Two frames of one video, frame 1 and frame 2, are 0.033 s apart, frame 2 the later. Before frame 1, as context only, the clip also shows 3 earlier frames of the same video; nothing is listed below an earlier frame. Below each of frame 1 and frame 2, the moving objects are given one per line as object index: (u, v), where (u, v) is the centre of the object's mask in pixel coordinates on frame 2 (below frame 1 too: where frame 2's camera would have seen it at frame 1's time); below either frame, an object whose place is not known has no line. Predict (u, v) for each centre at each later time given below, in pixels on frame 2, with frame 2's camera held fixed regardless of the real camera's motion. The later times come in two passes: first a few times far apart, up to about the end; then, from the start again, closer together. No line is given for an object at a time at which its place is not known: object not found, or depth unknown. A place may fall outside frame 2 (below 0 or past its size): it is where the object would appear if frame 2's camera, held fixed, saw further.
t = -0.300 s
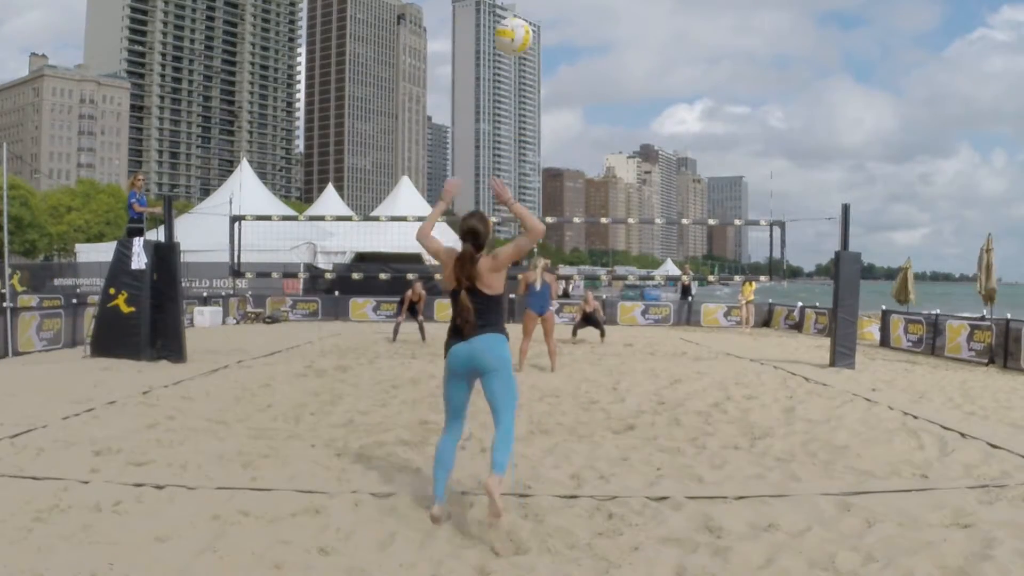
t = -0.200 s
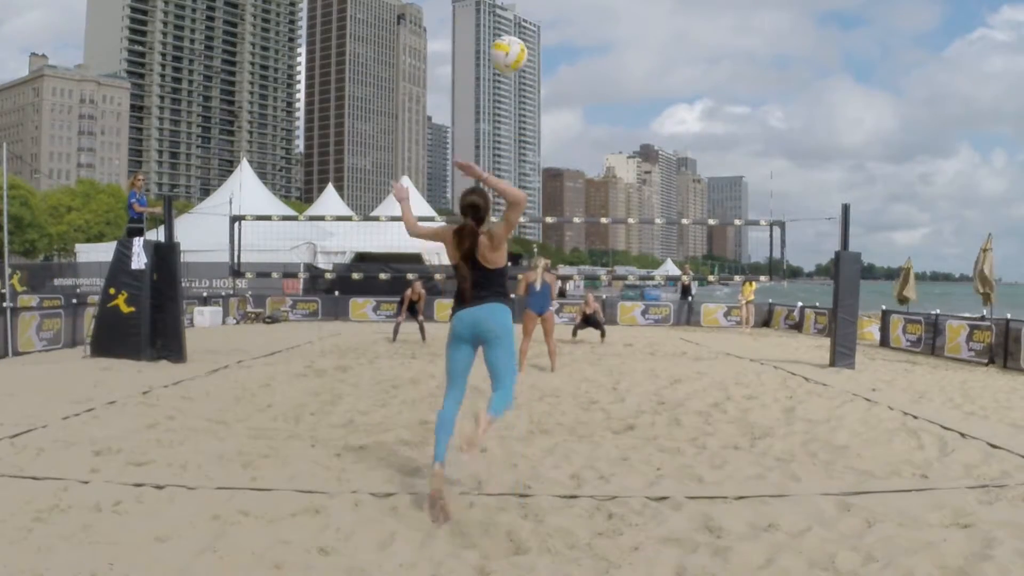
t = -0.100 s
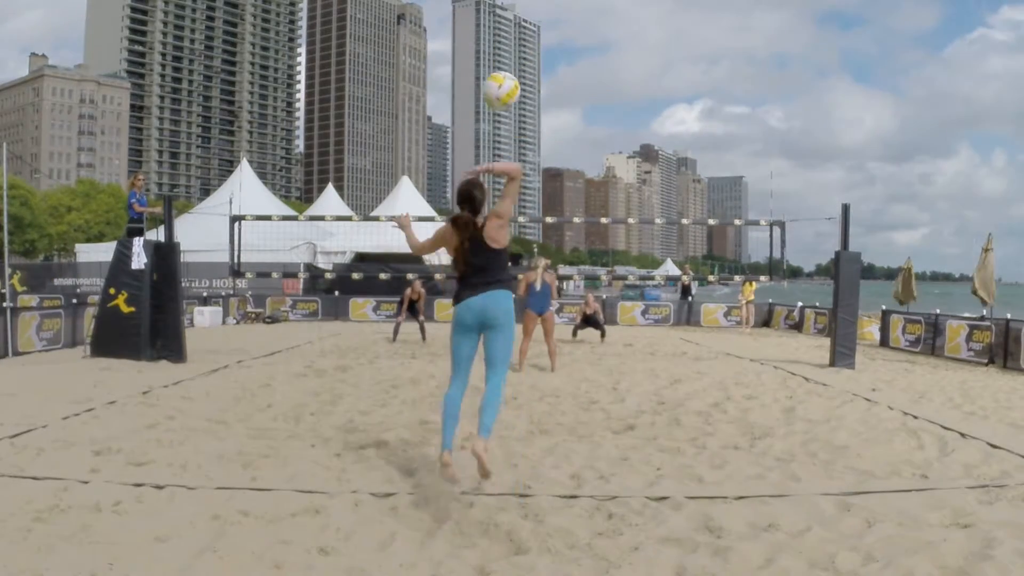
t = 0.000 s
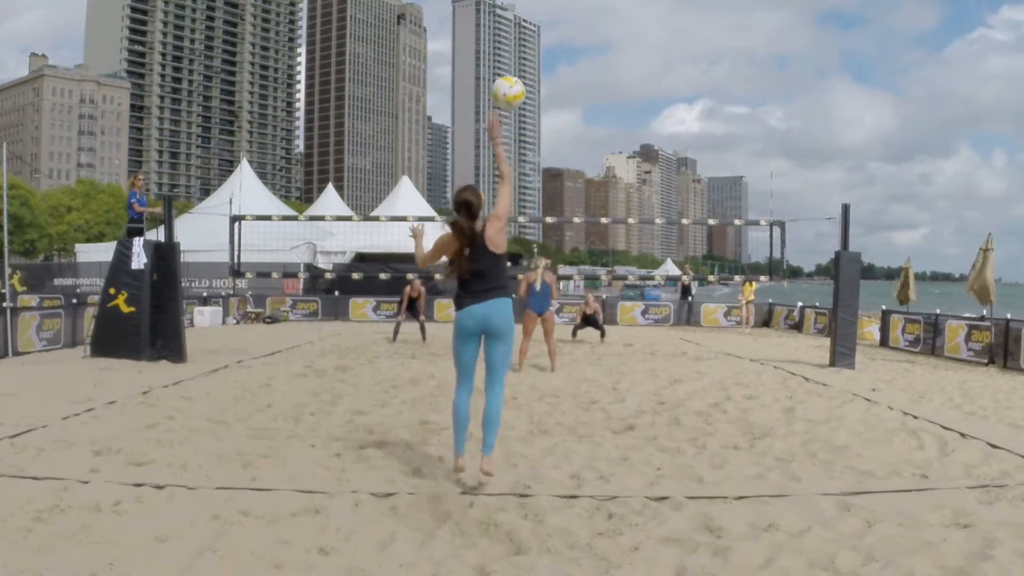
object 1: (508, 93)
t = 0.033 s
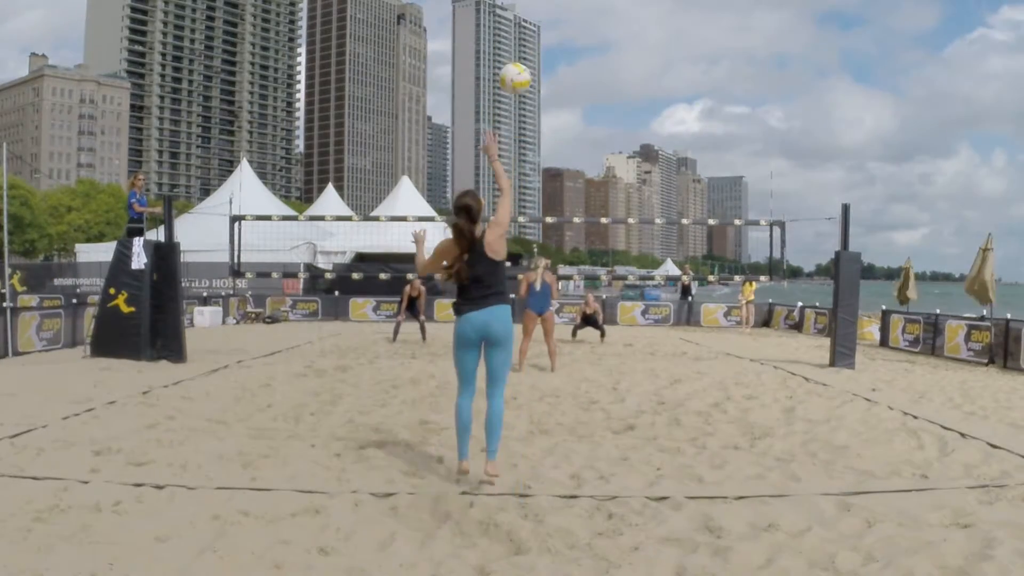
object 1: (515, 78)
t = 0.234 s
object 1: (539, 45)
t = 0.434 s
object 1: (555, 63)
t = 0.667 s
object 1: (561, 111)
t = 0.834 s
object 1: (561, 153)
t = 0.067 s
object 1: (521, 68)
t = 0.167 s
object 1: (533, 48)
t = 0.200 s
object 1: (535, 47)
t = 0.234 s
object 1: (539, 45)
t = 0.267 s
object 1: (542, 46)
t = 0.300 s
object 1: (545, 47)
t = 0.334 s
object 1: (548, 50)
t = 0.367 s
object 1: (550, 54)
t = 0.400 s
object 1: (552, 57)
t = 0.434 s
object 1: (555, 63)
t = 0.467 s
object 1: (556, 69)
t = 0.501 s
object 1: (558, 75)
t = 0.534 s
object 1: (559, 82)
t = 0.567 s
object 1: (560, 89)
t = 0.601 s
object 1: (561, 96)
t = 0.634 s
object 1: (561, 103)
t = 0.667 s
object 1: (561, 111)
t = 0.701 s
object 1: (561, 119)
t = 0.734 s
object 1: (562, 127)
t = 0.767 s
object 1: (561, 135)
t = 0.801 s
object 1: (561, 143)
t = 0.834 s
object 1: (561, 153)
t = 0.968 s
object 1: (559, 192)
